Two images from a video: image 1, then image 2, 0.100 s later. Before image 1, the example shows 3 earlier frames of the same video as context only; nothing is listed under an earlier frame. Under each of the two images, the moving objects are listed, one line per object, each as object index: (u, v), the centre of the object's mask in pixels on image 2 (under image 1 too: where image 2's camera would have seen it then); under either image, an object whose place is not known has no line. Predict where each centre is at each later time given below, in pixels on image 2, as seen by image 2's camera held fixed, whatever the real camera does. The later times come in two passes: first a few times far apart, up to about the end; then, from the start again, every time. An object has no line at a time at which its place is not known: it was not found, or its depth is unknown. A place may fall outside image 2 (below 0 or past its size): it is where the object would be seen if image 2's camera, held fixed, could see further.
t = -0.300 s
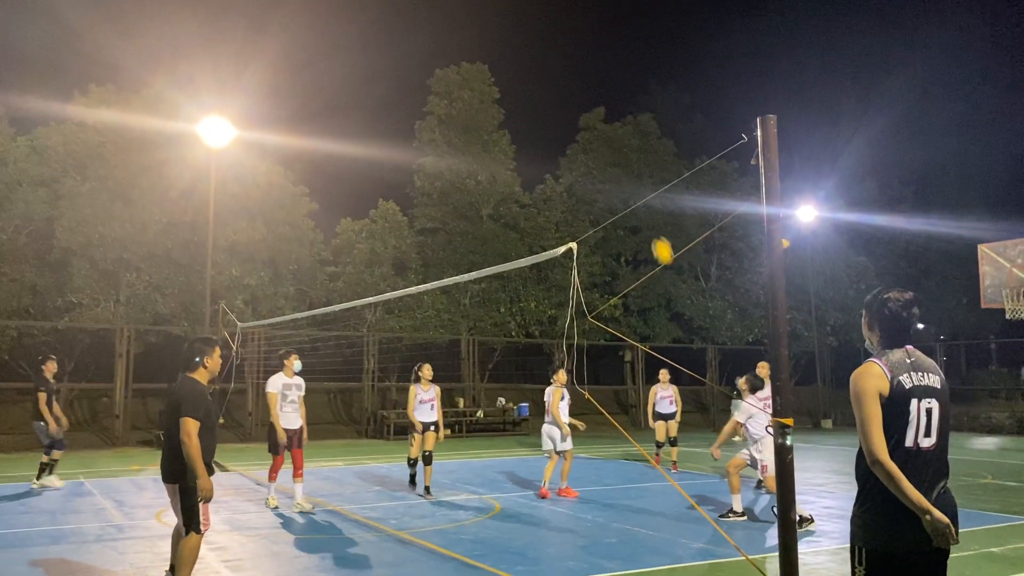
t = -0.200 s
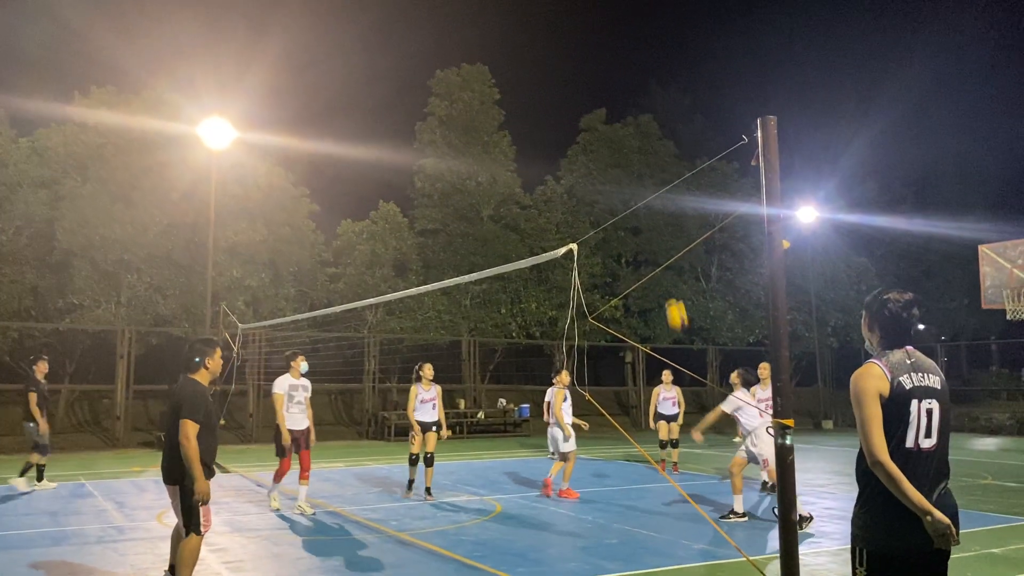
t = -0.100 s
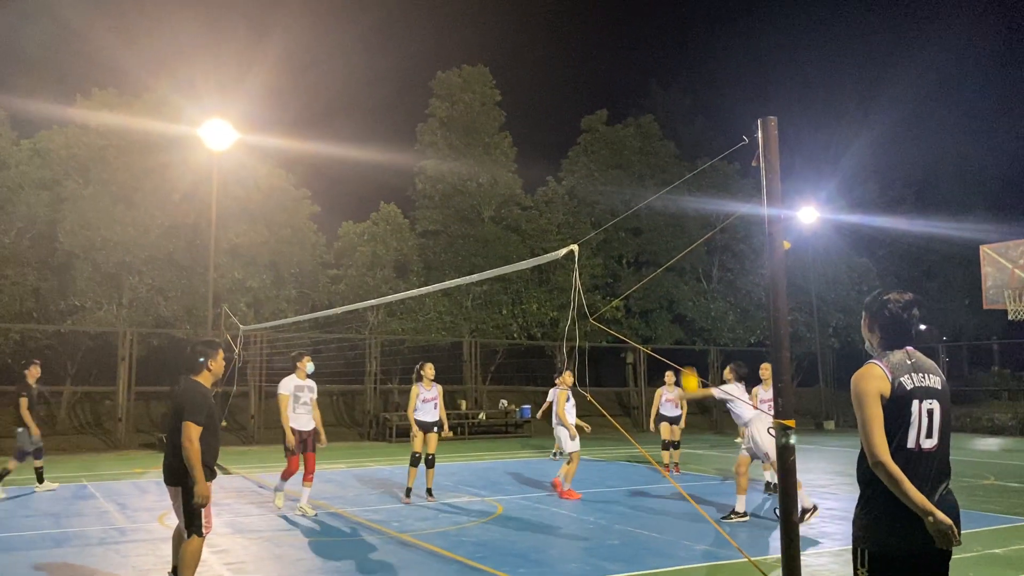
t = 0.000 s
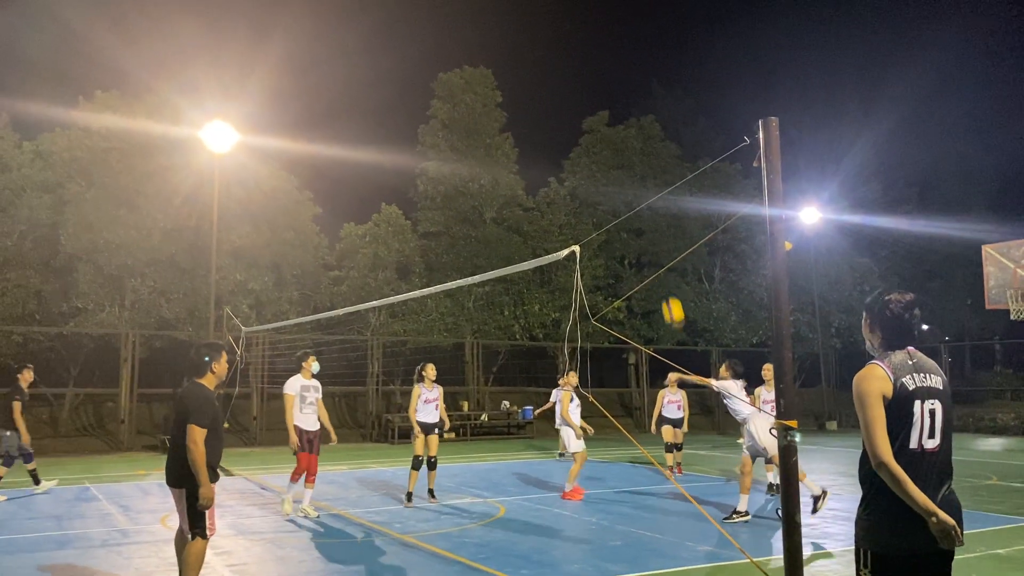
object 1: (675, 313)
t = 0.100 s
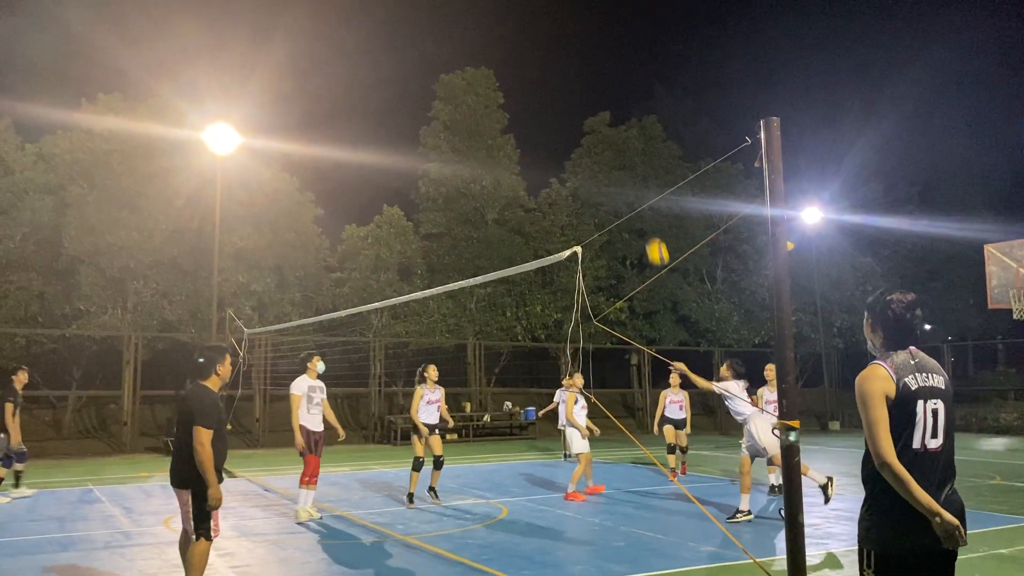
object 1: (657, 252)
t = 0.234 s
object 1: (634, 189)
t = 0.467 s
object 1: (596, 119)
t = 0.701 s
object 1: (558, 98)
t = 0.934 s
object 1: (522, 122)
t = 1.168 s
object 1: (486, 191)
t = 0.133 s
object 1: (651, 235)
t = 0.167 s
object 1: (646, 218)
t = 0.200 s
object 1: (640, 202)
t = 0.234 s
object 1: (634, 189)
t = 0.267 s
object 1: (629, 175)
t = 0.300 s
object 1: (623, 163)
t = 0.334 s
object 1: (618, 153)
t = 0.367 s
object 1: (612, 143)
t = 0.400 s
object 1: (607, 134)
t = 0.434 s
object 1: (601, 126)
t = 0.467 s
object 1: (596, 119)
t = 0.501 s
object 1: (590, 113)
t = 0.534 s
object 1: (585, 108)
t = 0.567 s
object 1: (580, 104)
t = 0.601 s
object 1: (574, 101)
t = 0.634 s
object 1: (569, 99)
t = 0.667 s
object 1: (564, 98)
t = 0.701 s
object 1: (558, 98)
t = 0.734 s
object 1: (553, 99)
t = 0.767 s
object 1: (548, 100)
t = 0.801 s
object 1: (543, 103)
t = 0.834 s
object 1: (538, 107)
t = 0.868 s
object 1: (532, 111)
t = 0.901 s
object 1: (527, 116)
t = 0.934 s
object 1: (522, 122)
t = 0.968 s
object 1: (517, 129)
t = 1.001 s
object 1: (512, 137)
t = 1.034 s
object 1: (507, 146)
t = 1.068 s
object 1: (501, 156)
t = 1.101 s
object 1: (496, 166)
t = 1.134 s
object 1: (491, 179)
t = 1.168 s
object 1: (486, 191)
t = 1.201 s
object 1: (481, 204)
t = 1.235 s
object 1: (476, 218)
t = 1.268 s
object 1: (471, 234)
